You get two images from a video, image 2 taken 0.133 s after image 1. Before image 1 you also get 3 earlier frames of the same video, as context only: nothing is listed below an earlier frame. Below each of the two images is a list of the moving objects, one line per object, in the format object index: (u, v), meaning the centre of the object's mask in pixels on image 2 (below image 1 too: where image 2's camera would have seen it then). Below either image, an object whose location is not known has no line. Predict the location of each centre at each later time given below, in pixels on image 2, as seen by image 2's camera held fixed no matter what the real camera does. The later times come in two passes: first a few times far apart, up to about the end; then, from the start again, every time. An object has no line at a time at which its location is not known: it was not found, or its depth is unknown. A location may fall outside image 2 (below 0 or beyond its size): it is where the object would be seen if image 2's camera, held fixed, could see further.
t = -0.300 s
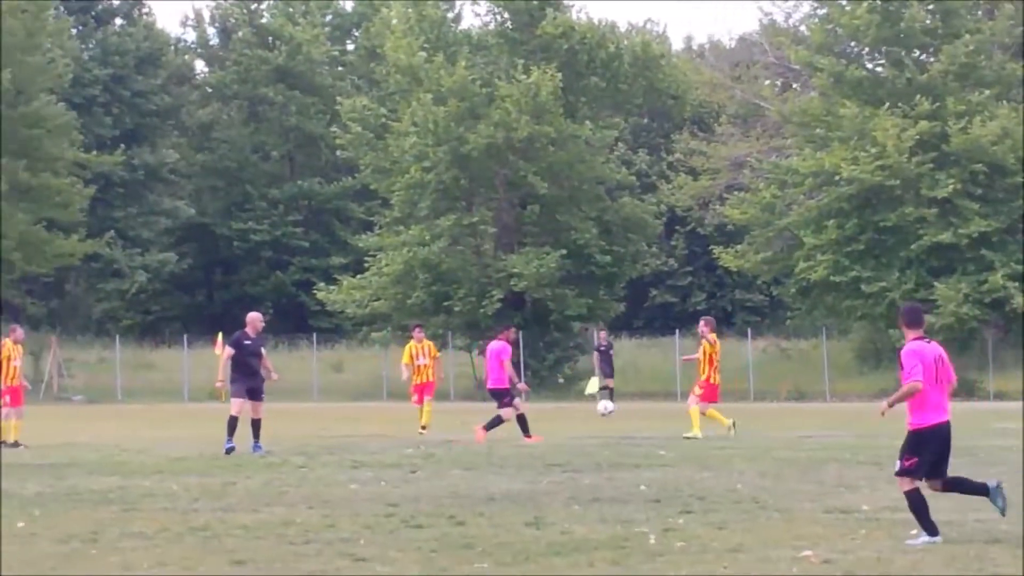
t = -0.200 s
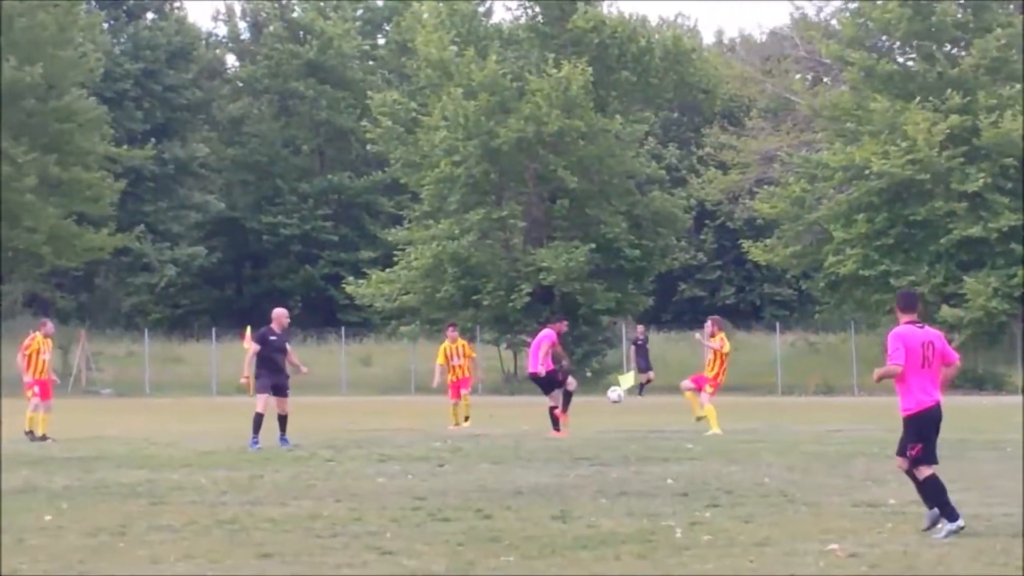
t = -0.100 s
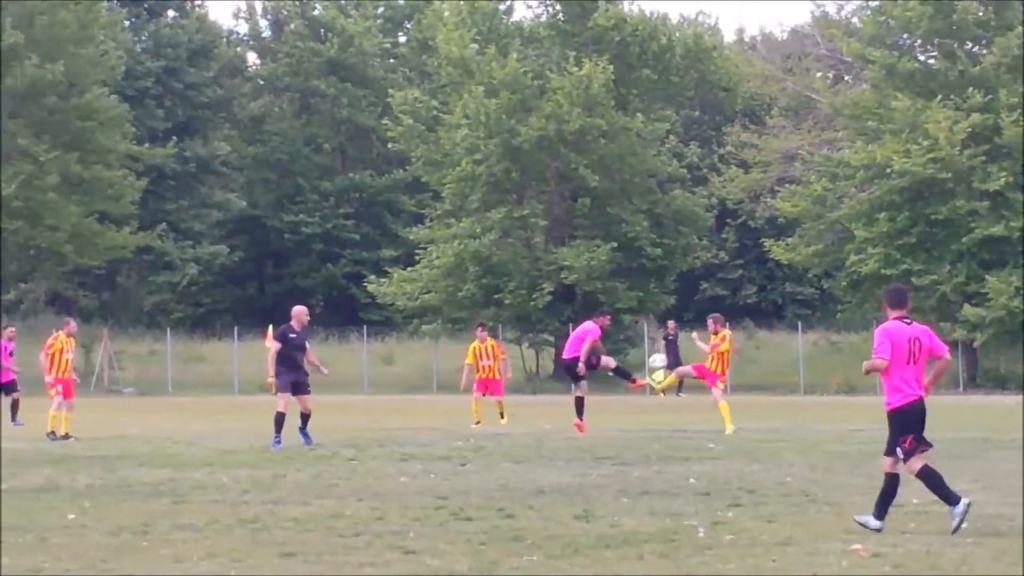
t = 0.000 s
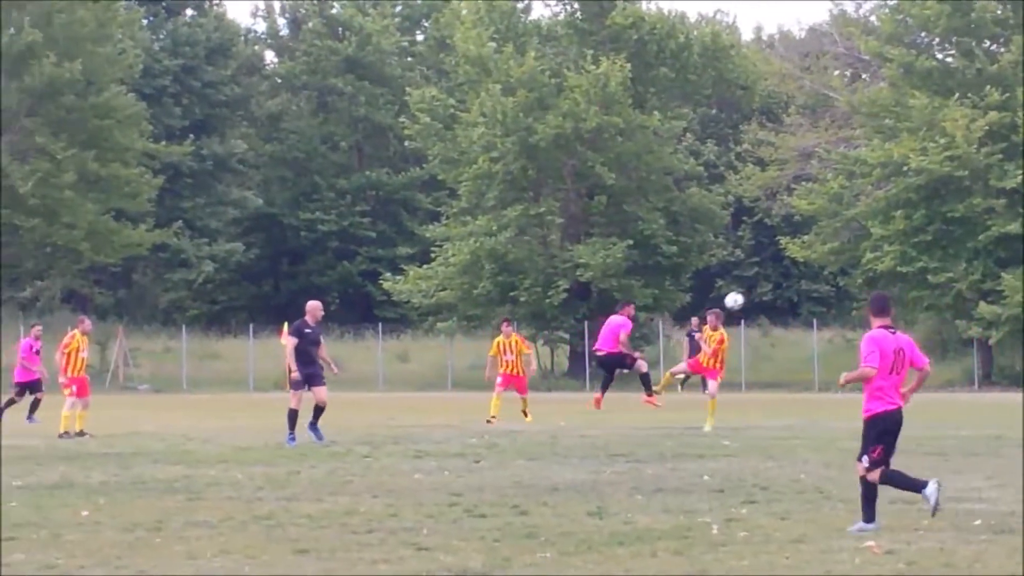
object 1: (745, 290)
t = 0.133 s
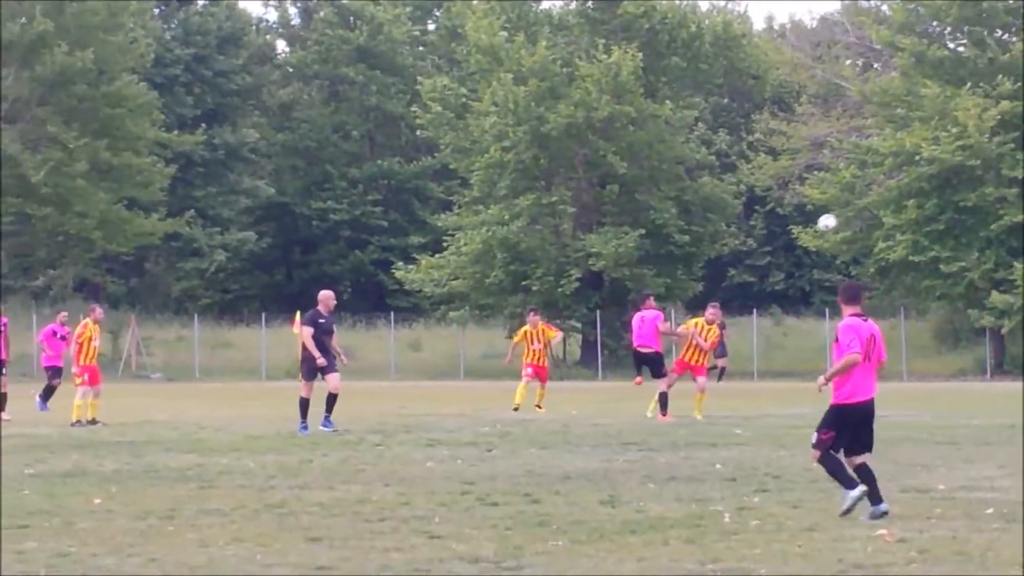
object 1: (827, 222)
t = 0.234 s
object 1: (887, 179)
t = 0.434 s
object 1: (1012, 114)
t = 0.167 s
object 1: (847, 207)
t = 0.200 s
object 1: (867, 193)
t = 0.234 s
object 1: (887, 179)
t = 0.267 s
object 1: (907, 166)
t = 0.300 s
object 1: (928, 155)
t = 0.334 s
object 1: (949, 143)
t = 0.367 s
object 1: (970, 132)
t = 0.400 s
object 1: (991, 123)
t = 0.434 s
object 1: (1012, 114)
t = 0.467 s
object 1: (1033, 104)
